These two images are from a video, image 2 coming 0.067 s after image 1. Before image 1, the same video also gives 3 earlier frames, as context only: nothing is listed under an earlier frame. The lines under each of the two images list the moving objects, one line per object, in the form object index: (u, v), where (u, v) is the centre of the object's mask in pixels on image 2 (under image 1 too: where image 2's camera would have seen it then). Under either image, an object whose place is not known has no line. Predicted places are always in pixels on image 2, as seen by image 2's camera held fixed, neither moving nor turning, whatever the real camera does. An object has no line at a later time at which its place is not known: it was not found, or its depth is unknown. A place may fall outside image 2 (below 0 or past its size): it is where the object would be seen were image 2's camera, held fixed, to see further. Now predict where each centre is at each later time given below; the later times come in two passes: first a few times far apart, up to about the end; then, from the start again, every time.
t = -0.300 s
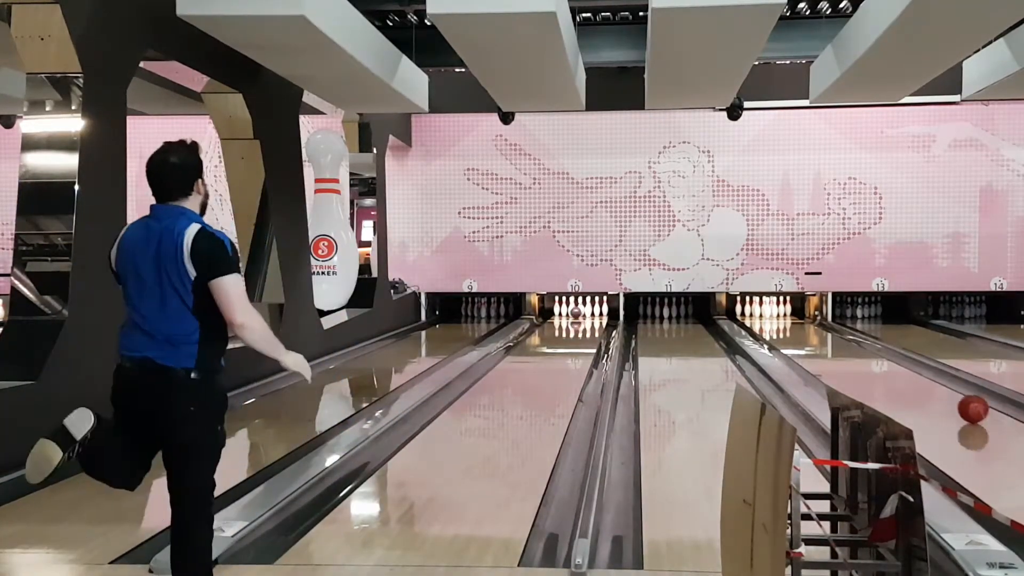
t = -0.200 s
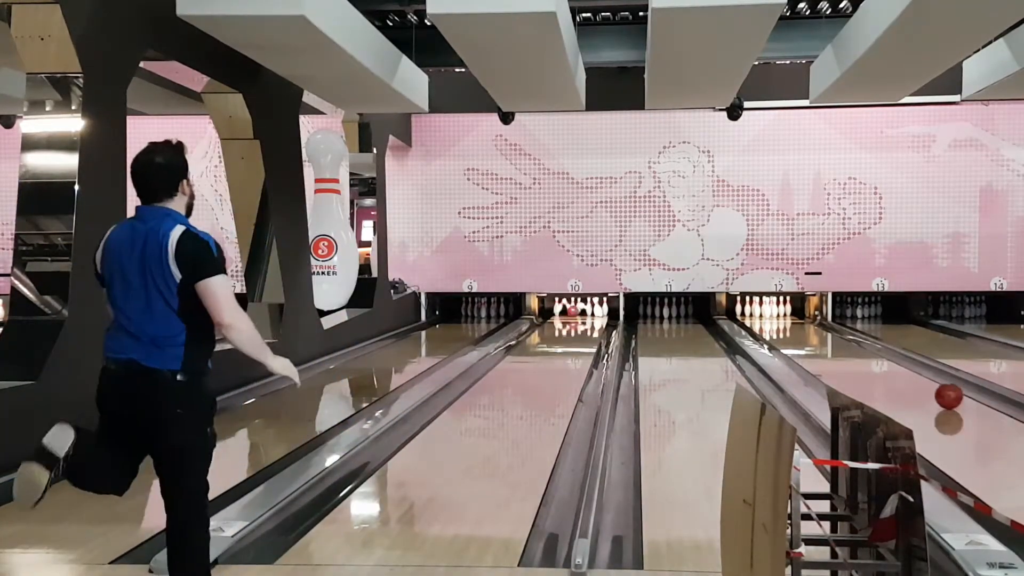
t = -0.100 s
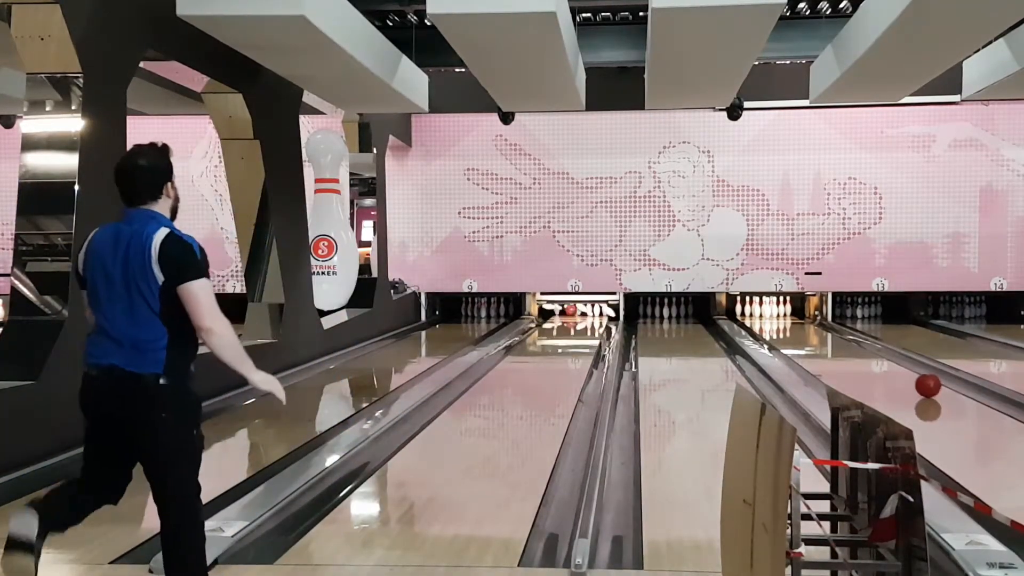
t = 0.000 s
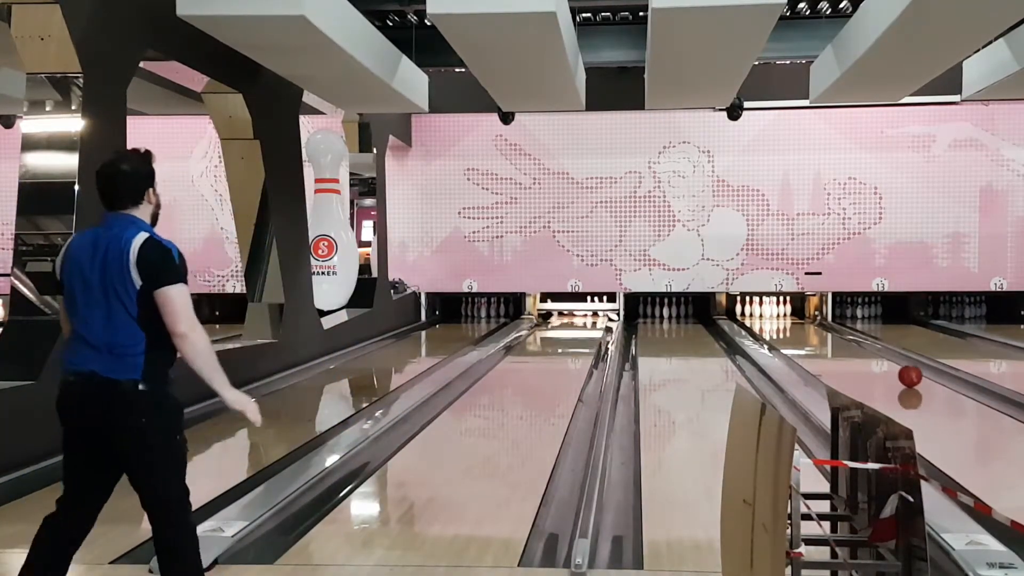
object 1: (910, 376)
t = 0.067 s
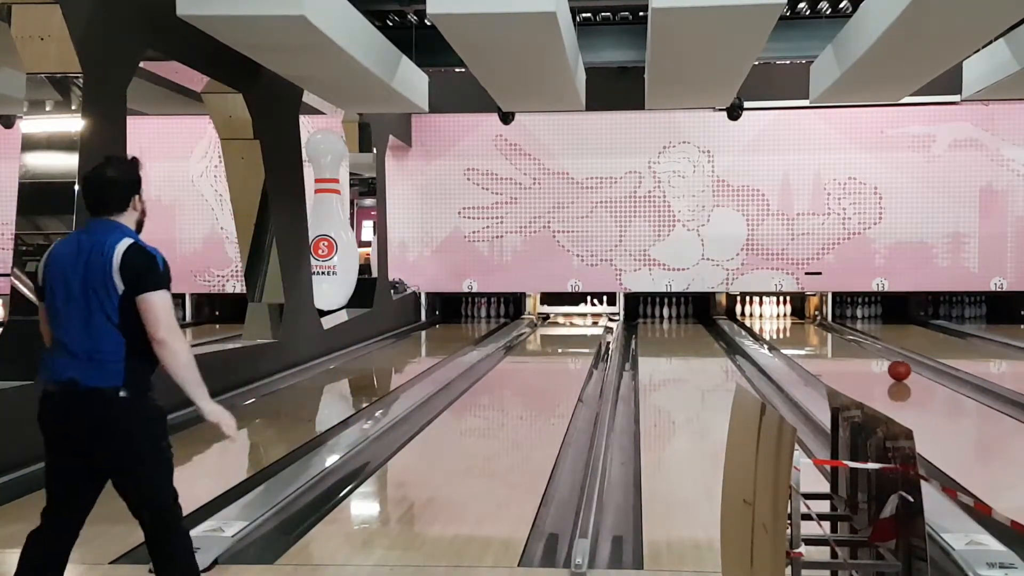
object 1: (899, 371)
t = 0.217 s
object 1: (878, 360)
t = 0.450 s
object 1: (852, 347)
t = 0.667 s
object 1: (833, 336)
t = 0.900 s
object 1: (815, 327)
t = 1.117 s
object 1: (802, 320)
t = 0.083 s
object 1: (897, 369)
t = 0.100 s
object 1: (894, 368)
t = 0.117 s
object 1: (892, 367)
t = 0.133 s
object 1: (889, 365)
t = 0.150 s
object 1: (887, 364)
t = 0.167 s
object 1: (885, 363)
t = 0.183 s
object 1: (883, 362)
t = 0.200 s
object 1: (880, 361)
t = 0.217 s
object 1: (878, 360)
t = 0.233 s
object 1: (876, 358)
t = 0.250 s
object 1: (874, 358)
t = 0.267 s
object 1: (872, 357)
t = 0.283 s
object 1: (870, 356)
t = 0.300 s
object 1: (868, 355)
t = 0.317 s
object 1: (866, 354)
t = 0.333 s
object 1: (864, 353)
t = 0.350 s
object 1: (862, 352)
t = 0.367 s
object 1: (860, 351)
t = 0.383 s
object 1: (859, 350)
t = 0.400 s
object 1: (857, 349)
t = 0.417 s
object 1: (855, 349)
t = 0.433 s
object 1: (853, 348)
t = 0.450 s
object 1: (852, 347)
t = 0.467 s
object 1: (851, 346)
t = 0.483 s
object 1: (848, 345)
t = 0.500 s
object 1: (847, 344)
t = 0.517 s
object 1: (845, 343)
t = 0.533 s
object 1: (844, 343)
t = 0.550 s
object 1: (842, 342)
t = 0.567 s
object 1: (841, 341)
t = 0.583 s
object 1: (839, 340)
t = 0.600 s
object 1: (838, 340)
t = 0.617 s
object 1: (836, 339)
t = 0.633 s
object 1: (835, 338)
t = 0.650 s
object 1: (834, 337)
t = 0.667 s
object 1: (833, 336)
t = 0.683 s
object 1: (832, 335)
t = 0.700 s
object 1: (831, 334)
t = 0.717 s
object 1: (829, 334)
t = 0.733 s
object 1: (828, 333)
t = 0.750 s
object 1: (826, 333)
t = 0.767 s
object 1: (825, 332)
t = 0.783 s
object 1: (824, 331)
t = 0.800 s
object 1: (823, 330)
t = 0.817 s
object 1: (822, 329)
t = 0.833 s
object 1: (820, 329)
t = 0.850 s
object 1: (819, 329)
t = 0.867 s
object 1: (819, 328)
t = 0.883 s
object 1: (816, 327)
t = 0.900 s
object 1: (815, 327)
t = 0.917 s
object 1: (813, 326)
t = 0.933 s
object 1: (813, 326)
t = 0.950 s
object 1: (812, 325)
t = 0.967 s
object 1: (811, 325)
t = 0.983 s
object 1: (810, 324)
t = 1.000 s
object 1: (808, 323)
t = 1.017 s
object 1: (807, 323)
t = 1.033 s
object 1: (807, 322)
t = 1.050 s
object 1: (806, 322)
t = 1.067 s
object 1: (805, 322)
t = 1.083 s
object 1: (804, 321)
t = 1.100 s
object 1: (803, 321)
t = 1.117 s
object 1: (802, 320)
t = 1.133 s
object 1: (801, 320)
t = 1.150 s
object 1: (800, 319)
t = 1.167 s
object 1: (799, 319)
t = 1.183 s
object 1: (799, 319)
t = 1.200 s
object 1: (799, 318)
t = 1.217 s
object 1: (798, 318)
